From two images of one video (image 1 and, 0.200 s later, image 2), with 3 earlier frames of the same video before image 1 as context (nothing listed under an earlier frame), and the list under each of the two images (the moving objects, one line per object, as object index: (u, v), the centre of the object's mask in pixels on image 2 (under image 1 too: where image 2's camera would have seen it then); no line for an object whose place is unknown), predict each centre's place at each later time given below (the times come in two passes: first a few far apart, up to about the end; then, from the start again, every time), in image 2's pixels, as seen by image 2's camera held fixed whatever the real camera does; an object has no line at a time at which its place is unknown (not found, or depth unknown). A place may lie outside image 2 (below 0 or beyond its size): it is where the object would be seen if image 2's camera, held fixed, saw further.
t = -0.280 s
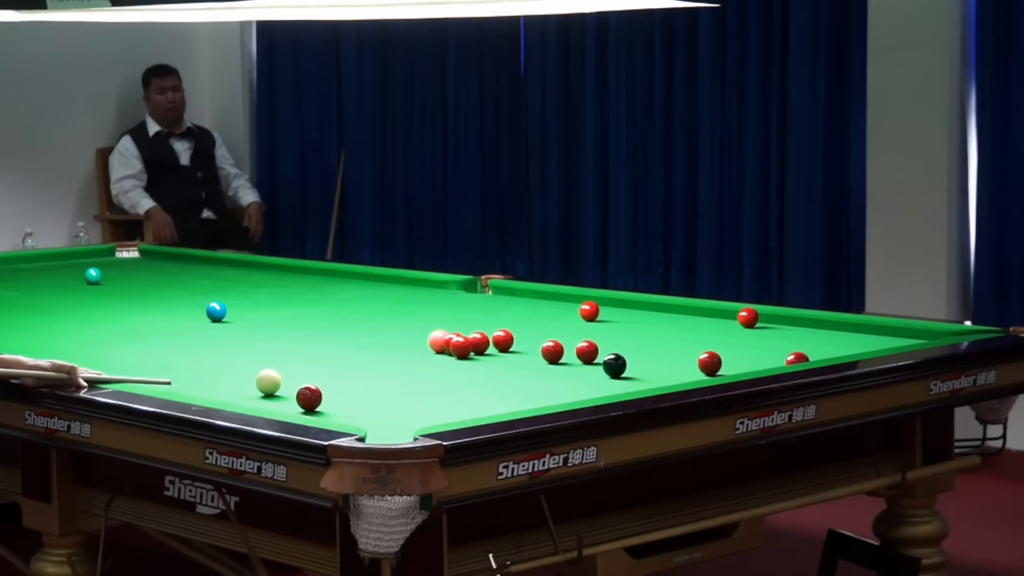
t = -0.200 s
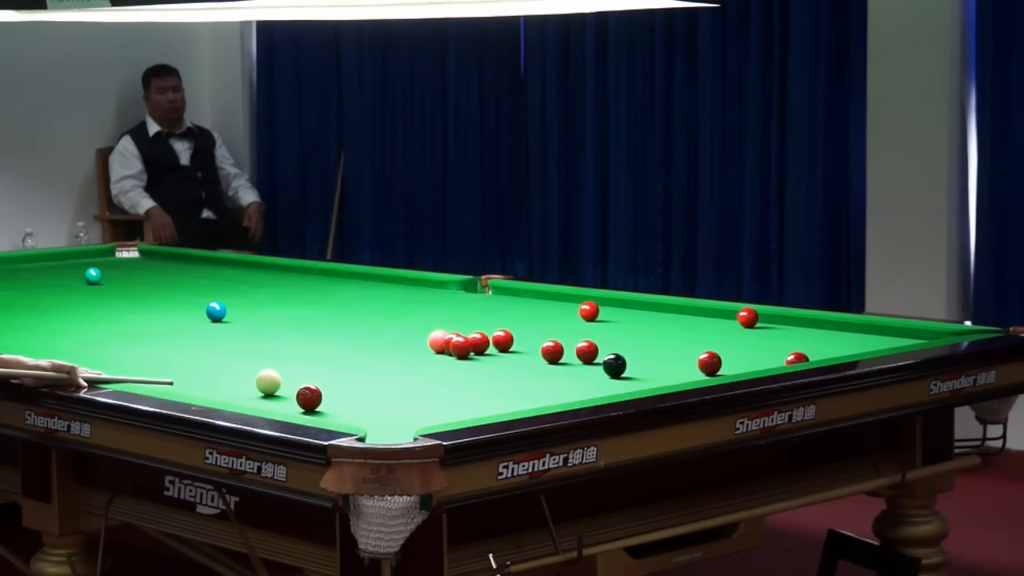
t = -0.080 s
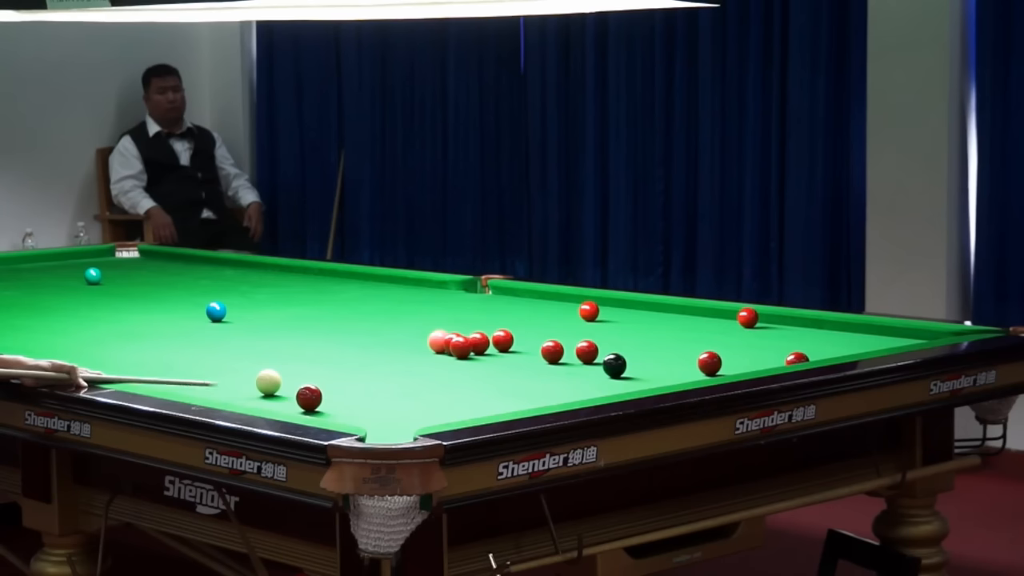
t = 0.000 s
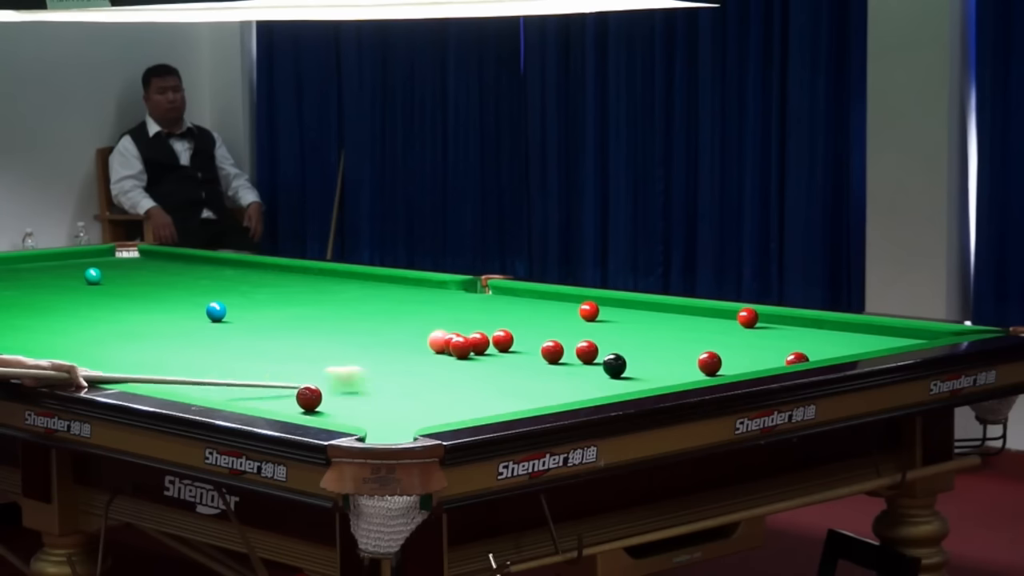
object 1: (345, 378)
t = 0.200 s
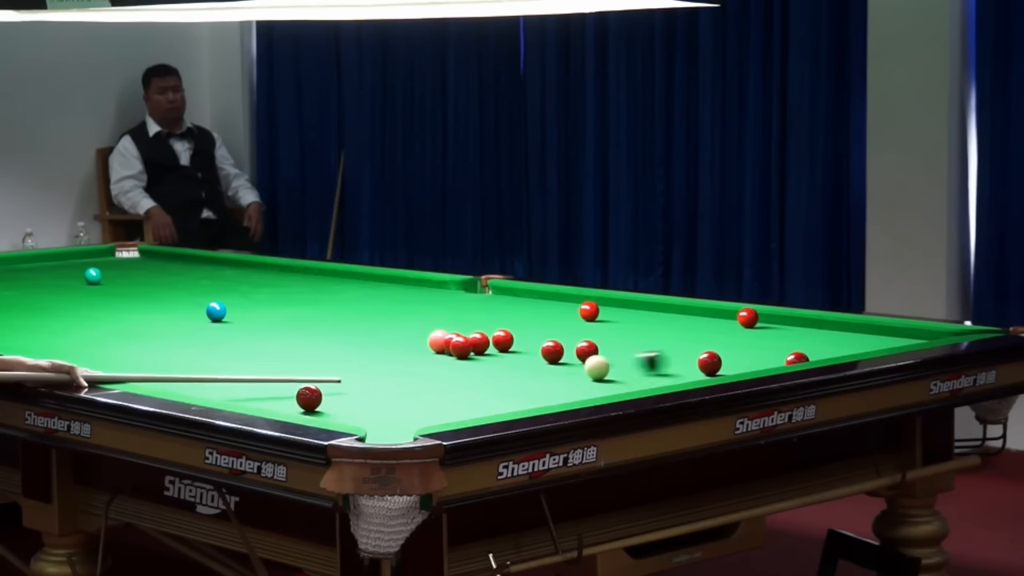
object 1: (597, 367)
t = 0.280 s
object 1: (604, 369)
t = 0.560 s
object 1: (624, 376)
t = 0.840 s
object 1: (642, 379)
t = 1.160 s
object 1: (661, 381)
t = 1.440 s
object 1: (646, 383)
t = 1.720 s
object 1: (626, 384)
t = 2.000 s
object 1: (609, 385)
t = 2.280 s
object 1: (597, 385)
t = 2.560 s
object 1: (587, 385)
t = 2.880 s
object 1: (581, 385)
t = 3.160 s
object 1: (579, 385)
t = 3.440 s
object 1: (579, 385)
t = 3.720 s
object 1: (579, 385)
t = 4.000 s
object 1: (580, 385)
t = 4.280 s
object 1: (580, 385)
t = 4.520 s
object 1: (580, 385)
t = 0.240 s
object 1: (601, 368)
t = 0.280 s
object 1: (604, 369)
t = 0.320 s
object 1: (607, 370)
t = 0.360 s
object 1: (610, 371)
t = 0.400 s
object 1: (613, 372)
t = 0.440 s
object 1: (615, 373)
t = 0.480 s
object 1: (618, 374)
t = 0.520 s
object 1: (621, 375)
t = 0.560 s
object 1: (624, 376)
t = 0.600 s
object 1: (626, 376)
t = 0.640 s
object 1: (629, 377)
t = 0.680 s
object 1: (632, 378)
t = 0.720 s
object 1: (635, 378)
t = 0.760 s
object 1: (637, 379)
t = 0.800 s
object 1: (640, 379)
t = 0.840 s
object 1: (642, 379)
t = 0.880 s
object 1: (645, 380)
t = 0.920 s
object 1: (647, 380)
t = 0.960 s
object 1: (650, 380)
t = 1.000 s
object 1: (652, 380)
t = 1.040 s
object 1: (655, 381)
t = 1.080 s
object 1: (657, 381)
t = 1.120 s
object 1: (659, 381)
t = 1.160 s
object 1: (661, 381)
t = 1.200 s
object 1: (664, 381)
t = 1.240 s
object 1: (663, 382)
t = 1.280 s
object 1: (660, 382)
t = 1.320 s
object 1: (656, 382)
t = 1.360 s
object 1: (652, 382)
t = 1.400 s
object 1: (649, 383)
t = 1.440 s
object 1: (646, 383)
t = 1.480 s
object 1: (643, 383)
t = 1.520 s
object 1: (640, 383)
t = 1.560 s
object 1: (637, 383)
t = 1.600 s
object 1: (634, 383)
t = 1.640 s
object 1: (632, 383)
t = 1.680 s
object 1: (629, 384)
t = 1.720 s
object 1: (626, 384)
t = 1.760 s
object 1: (623, 384)
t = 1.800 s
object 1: (621, 384)
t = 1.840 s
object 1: (618, 384)
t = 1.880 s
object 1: (616, 384)
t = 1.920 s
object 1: (614, 384)
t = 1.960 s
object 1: (612, 385)
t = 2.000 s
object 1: (609, 385)
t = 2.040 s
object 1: (607, 385)
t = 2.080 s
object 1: (605, 385)
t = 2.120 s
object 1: (603, 385)
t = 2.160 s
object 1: (602, 385)
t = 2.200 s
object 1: (600, 385)
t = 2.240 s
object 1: (598, 385)
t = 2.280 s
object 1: (597, 385)
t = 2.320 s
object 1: (595, 385)
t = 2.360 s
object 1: (593, 385)
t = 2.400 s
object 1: (592, 385)
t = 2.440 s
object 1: (591, 385)
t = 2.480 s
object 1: (589, 385)
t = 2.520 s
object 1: (588, 385)
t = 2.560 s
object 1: (587, 385)
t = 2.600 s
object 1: (586, 385)
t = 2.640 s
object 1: (585, 385)
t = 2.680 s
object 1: (584, 385)
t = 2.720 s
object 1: (584, 385)
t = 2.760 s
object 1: (583, 385)
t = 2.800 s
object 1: (582, 385)
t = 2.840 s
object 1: (581, 385)
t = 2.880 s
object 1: (581, 385)
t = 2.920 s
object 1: (580, 385)
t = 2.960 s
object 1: (580, 385)
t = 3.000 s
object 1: (580, 385)
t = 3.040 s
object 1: (579, 385)
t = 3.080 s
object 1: (579, 385)
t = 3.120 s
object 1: (579, 385)
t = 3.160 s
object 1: (579, 385)
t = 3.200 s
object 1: (579, 385)
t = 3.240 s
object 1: (579, 385)
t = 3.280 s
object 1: (579, 385)
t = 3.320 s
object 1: (579, 385)
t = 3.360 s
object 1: (579, 385)
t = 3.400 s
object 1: (579, 385)
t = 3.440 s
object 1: (579, 385)
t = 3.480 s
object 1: (580, 385)
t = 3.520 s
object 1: (580, 385)
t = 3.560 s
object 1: (580, 385)
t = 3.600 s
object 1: (580, 385)
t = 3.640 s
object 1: (580, 385)
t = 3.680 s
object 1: (580, 385)
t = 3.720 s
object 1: (579, 385)
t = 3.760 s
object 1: (580, 385)
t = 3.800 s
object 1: (580, 385)
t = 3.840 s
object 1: (580, 385)
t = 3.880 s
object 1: (580, 385)
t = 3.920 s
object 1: (580, 385)
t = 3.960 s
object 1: (580, 385)
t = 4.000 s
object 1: (580, 385)
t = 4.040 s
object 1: (580, 385)
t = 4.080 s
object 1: (580, 385)
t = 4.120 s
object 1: (580, 385)
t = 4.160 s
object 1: (580, 385)
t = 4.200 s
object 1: (580, 385)
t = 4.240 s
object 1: (579, 385)
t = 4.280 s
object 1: (580, 385)
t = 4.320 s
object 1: (580, 385)
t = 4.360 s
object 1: (580, 385)
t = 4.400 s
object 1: (580, 385)
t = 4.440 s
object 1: (580, 385)
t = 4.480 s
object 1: (580, 385)
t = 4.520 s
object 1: (580, 385)
